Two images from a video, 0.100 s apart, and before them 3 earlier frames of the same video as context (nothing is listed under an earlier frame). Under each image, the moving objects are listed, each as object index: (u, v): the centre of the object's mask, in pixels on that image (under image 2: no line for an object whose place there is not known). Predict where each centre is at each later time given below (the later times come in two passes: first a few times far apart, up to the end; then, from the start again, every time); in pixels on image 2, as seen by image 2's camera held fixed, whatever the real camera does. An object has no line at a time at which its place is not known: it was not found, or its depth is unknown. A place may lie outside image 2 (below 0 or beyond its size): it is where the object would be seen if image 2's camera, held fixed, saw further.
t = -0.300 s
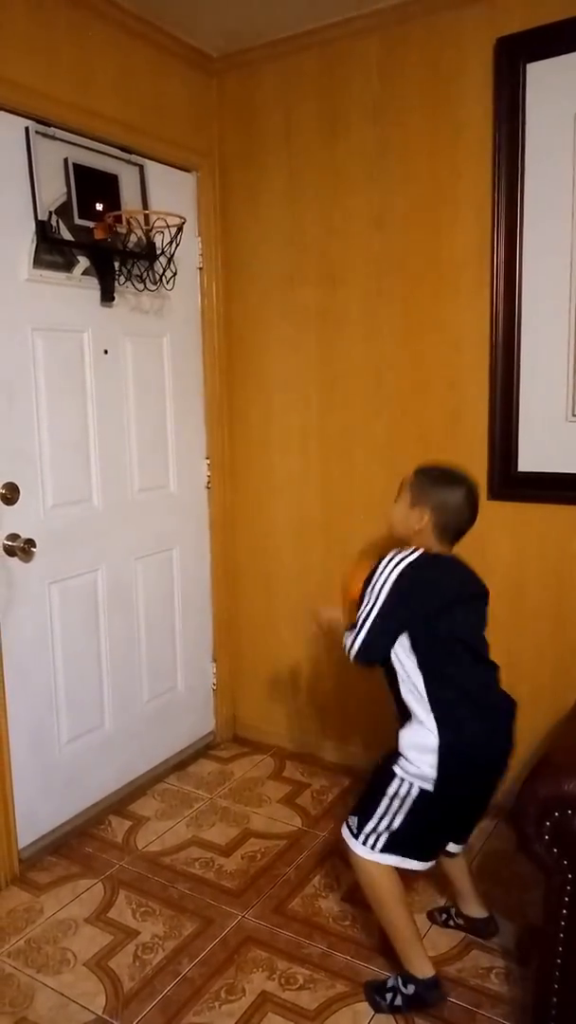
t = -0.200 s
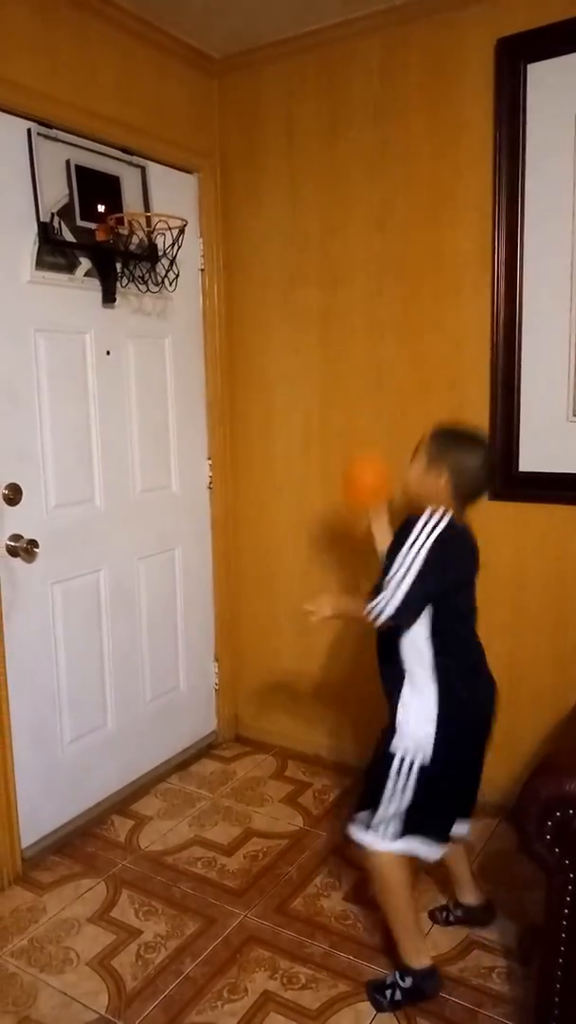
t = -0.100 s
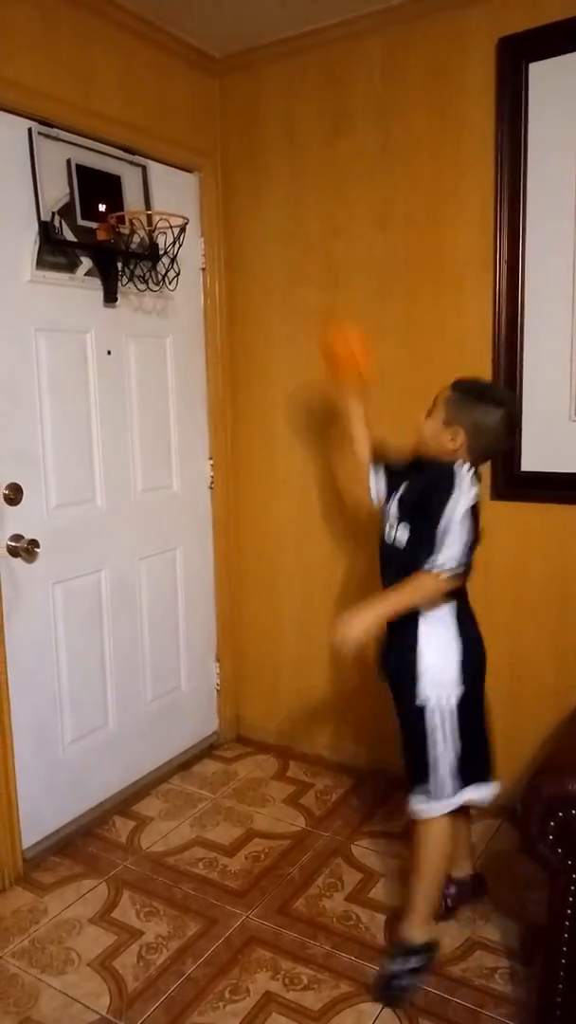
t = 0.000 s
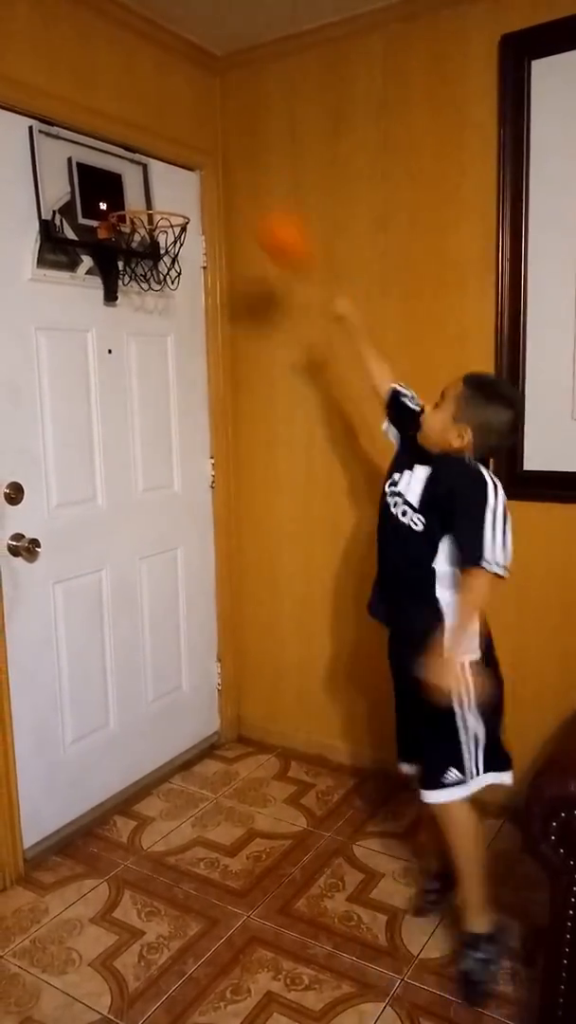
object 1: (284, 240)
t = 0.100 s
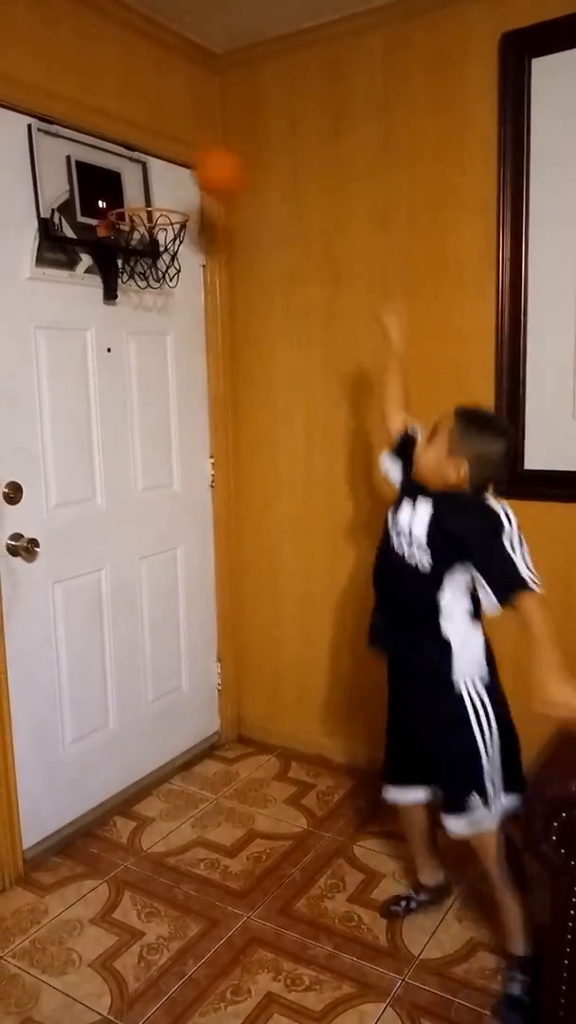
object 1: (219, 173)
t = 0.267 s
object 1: (123, 166)
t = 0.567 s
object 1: (143, 243)
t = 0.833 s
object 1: (131, 441)
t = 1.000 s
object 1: (148, 644)
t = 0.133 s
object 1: (200, 161)
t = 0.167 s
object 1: (180, 155)
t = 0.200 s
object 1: (159, 154)
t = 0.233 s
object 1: (141, 158)
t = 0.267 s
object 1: (123, 166)
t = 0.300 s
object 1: (118, 172)
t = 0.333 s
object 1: (129, 176)
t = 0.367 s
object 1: (139, 184)
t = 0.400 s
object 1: (154, 193)
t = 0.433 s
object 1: (160, 208)
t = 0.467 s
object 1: (158, 216)
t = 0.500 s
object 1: (152, 221)
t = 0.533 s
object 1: (148, 228)
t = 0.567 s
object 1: (143, 243)
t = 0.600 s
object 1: (139, 259)
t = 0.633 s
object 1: (137, 276)
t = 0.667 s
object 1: (136, 293)
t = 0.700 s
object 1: (134, 317)
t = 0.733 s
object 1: (133, 342)
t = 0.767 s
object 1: (132, 371)
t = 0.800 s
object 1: (131, 404)
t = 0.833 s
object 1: (131, 441)
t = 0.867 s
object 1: (132, 477)
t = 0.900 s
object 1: (136, 515)
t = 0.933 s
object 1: (140, 554)
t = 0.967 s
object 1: (144, 597)
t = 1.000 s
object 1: (148, 644)
